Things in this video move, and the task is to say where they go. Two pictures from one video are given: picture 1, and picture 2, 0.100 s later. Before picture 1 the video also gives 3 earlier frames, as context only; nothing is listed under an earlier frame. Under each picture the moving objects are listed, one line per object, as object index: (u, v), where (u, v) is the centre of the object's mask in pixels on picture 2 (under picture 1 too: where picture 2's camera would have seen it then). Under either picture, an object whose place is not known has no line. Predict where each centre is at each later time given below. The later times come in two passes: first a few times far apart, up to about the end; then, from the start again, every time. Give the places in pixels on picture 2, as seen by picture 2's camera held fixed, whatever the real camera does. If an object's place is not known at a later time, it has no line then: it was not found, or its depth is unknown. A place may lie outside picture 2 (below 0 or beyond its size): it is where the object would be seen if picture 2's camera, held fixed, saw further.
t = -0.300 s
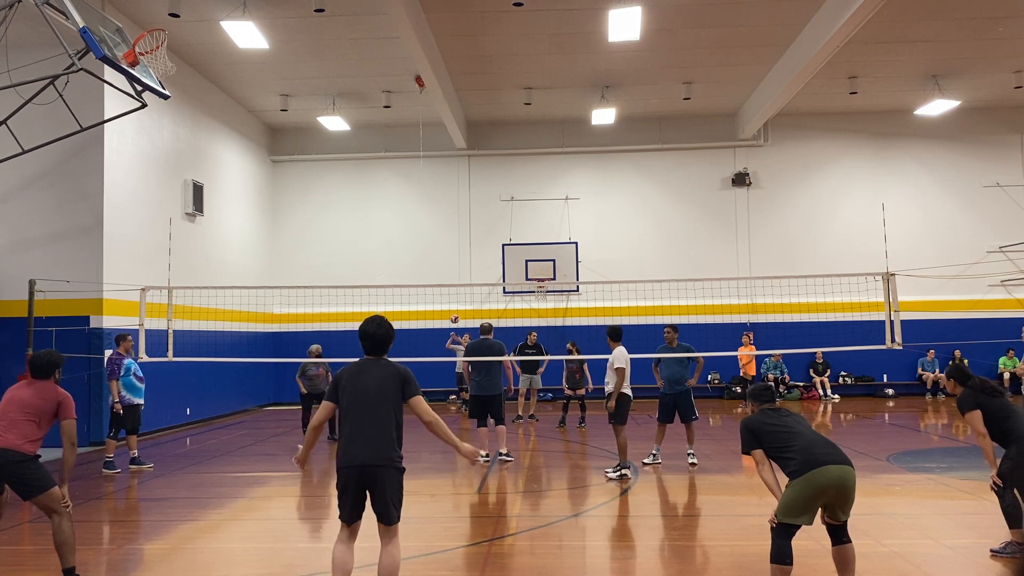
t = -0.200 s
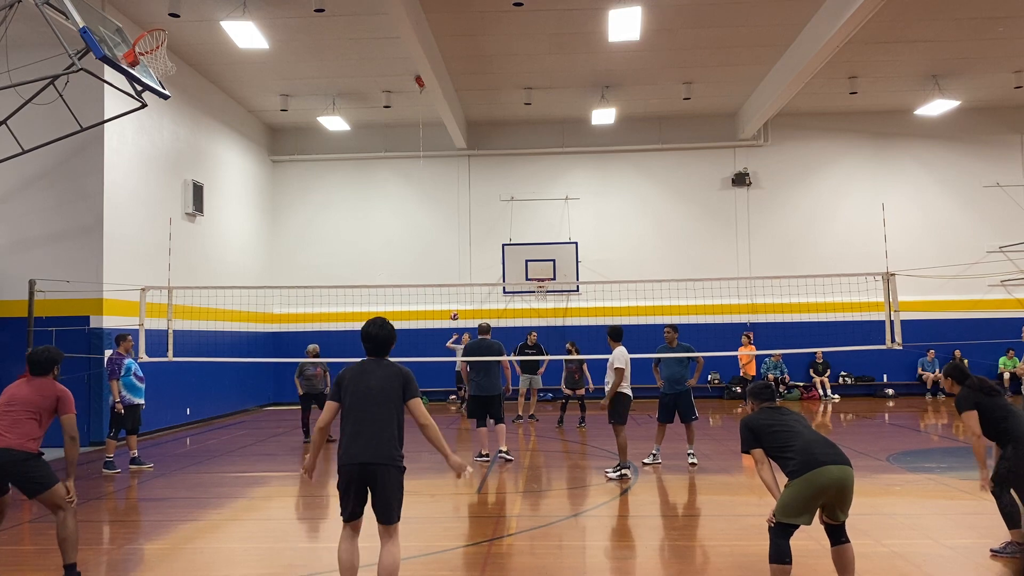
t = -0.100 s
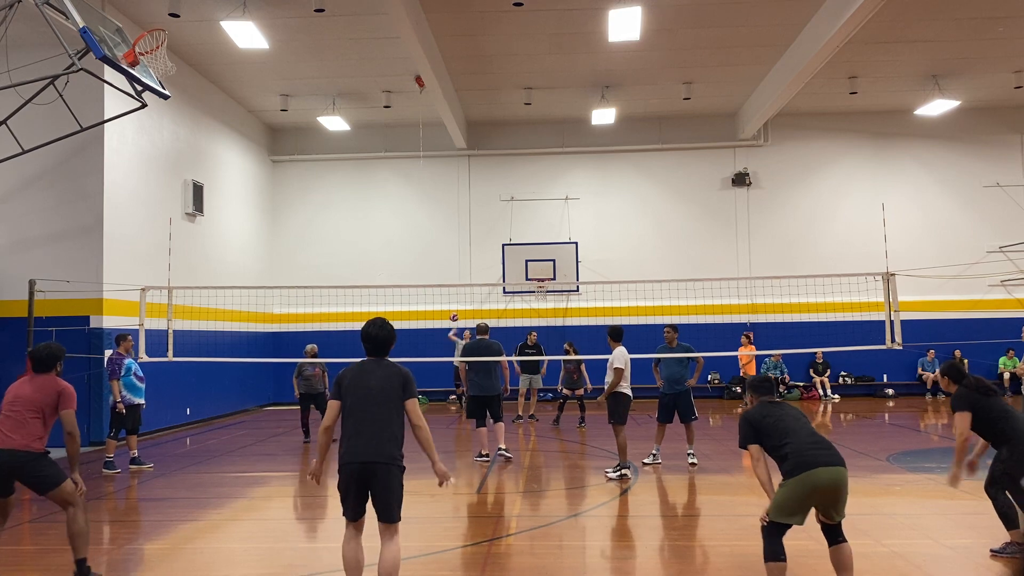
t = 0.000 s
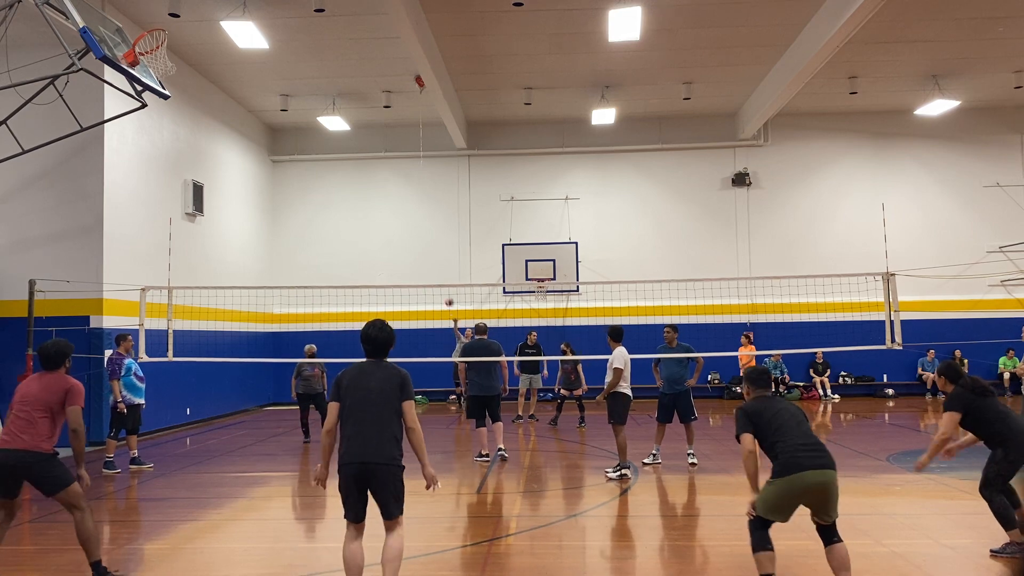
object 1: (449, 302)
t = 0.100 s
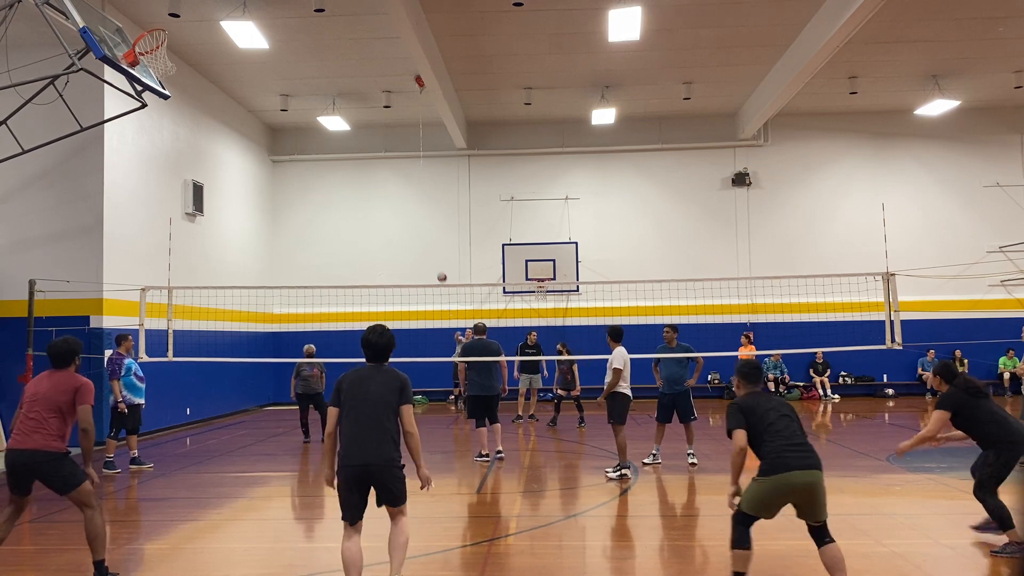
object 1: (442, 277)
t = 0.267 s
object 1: (426, 239)
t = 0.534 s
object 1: (386, 202)
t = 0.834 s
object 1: (316, 226)
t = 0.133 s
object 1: (439, 269)
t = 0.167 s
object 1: (436, 261)
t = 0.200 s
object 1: (432, 253)
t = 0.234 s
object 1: (429, 246)
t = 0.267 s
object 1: (426, 239)
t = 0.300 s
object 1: (422, 233)
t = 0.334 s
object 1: (417, 227)
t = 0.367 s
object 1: (412, 221)
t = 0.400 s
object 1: (408, 216)
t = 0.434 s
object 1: (403, 211)
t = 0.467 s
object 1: (398, 208)
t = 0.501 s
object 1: (392, 204)
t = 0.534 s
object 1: (386, 202)
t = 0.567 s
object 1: (380, 201)
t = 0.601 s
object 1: (373, 200)
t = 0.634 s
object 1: (366, 201)
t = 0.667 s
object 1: (359, 202)
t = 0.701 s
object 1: (351, 204)
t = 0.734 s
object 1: (343, 208)
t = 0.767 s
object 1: (334, 213)
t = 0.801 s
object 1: (325, 219)
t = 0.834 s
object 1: (316, 226)
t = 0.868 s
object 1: (307, 234)
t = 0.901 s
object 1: (296, 245)
